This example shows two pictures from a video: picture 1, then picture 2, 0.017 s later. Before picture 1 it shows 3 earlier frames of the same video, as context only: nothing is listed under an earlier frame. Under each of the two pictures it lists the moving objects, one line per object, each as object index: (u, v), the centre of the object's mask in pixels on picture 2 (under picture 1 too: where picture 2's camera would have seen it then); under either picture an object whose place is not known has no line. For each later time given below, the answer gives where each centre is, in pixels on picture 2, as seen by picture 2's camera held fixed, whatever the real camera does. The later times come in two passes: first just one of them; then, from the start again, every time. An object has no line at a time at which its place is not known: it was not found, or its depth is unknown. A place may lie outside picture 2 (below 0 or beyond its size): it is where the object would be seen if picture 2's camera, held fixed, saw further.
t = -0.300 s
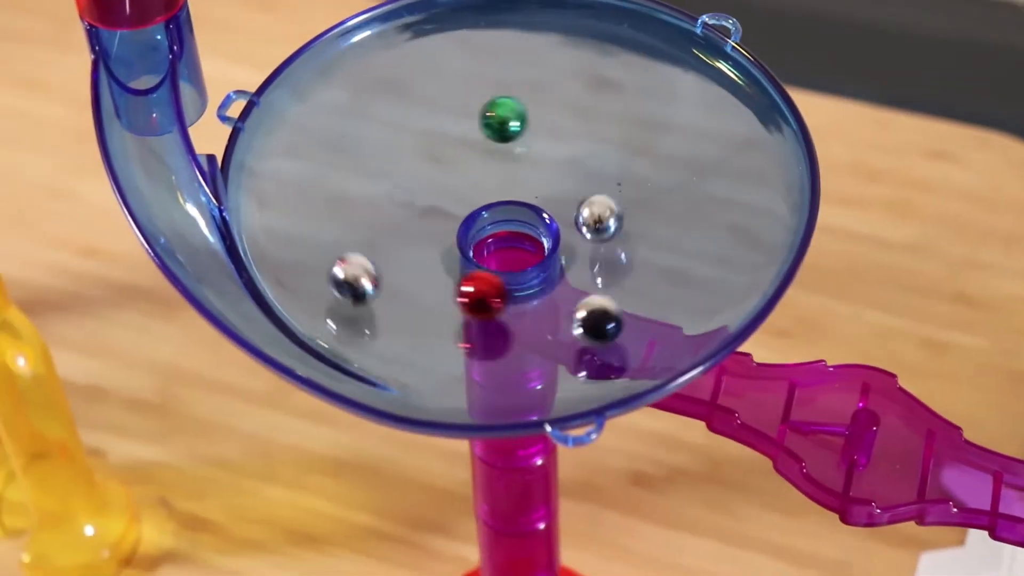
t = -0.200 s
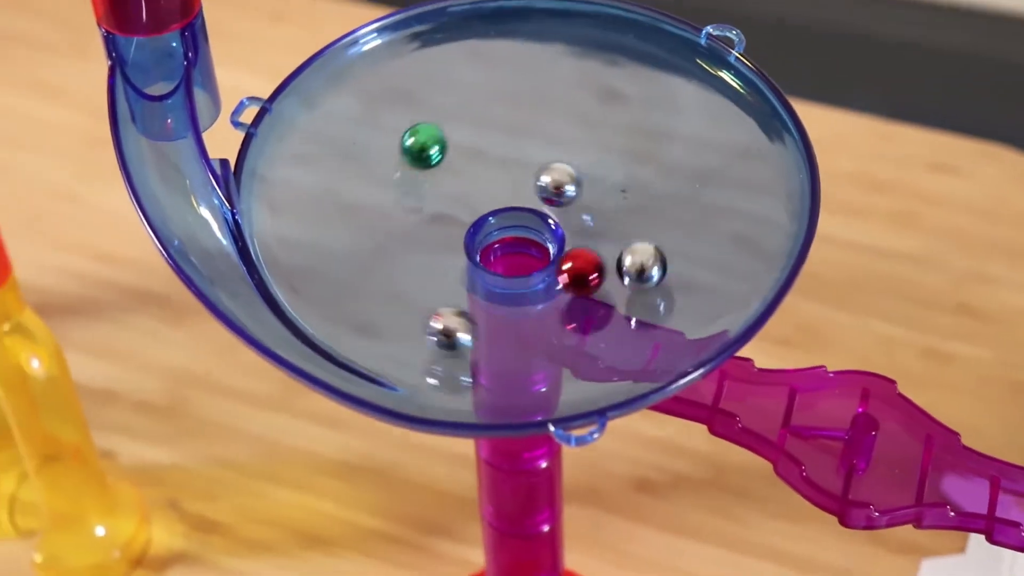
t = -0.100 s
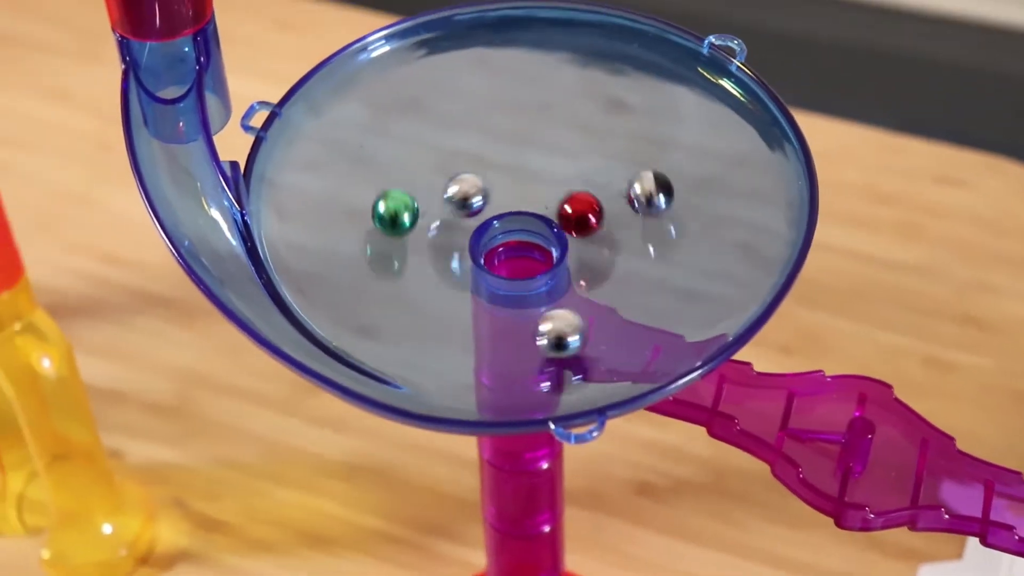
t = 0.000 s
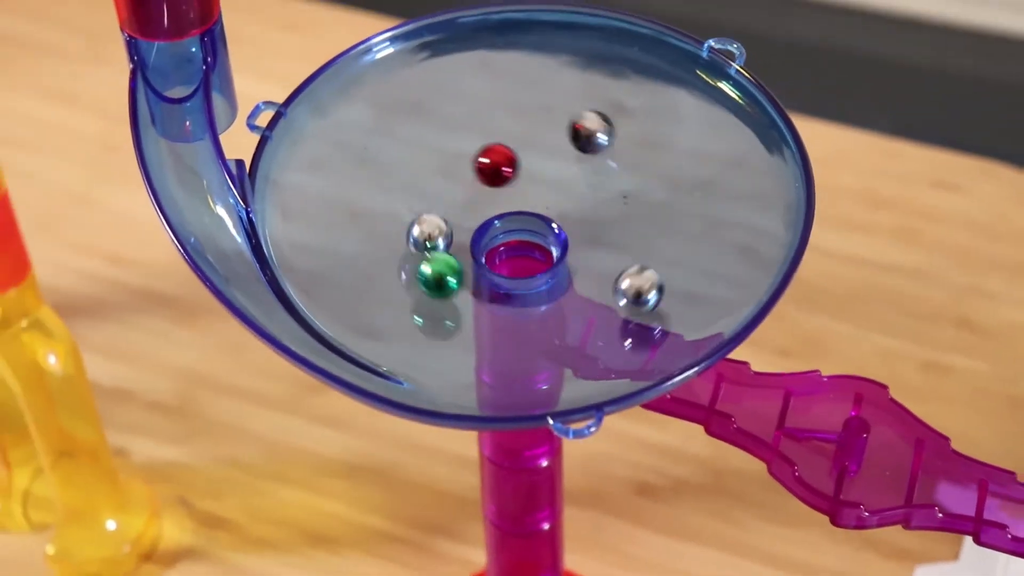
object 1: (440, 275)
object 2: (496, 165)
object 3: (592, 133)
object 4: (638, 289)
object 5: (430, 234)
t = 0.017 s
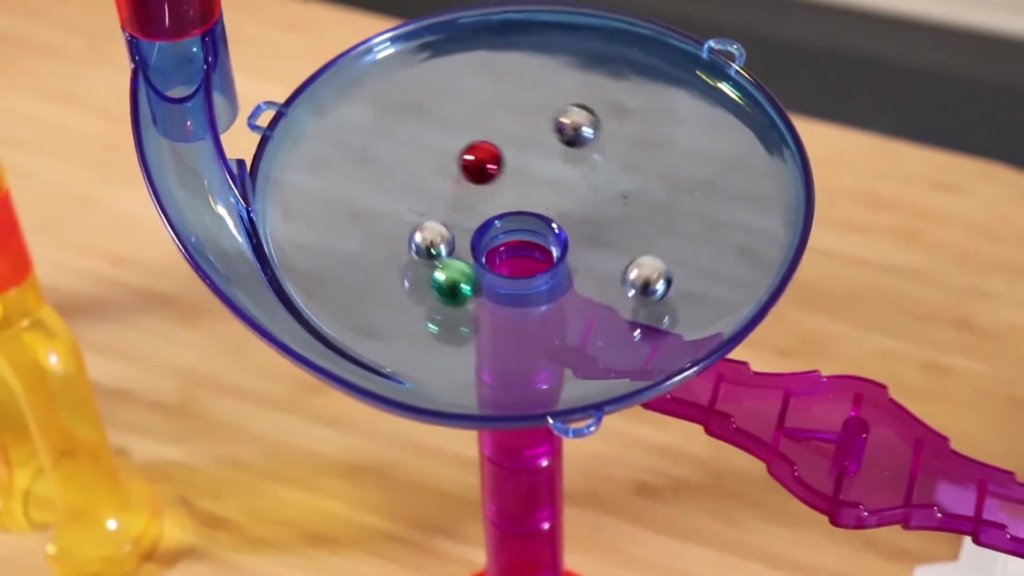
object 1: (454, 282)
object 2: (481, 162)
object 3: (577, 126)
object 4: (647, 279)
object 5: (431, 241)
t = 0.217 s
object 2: (413, 225)
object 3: (394, 150)
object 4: (594, 150)
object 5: (556, 252)
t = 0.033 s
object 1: (468, 287)
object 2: (466, 161)
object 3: (561, 121)
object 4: (654, 269)
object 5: (435, 248)
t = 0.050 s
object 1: (483, 291)
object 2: (453, 161)
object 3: (545, 116)
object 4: (658, 257)
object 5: (441, 256)
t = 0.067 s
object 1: (499, 294)
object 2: (441, 162)
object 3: (529, 113)
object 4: (661, 246)
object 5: (447, 261)
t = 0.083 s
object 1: (516, 295)
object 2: (431, 166)
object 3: (512, 112)
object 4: (662, 235)
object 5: (457, 266)
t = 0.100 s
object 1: (531, 294)
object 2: (422, 170)
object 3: (494, 113)
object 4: (660, 224)
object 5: (468, 269)
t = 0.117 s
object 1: (547, 292)
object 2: (414, 176)
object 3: (477, 114)
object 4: (657, 211)
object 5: (480, 271)
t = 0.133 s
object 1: (561, 289)
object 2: (409, 182)
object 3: (462, 117)
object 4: (651, 200)
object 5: (493, 272)
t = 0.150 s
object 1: (576, 283)
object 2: (406, 189)
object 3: (446, 121)
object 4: (643, 188)
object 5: (506, 271)
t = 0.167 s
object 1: (588, 277)
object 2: (404, 197)
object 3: (431, 127)
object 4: (634, 178)
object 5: (519, 269)
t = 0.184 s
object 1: (599, 269)
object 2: (406, 205)
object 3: (417, 133)
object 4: (622, 168)
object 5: (532, 265)
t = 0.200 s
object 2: (409, 215)
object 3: (405, 140)
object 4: (609, 158)
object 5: (545, 259)
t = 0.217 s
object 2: (413, 225)
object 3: (394, 150)
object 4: (594, 150)
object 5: (556, 252)
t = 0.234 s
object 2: (421, 234)
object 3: (384, 160)
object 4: (577, 143)
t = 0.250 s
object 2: (431, 243)
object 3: (377, 170)
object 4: (560, 137)
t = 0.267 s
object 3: (371, 181)
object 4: (541, 132)
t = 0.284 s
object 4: (523, 128)
